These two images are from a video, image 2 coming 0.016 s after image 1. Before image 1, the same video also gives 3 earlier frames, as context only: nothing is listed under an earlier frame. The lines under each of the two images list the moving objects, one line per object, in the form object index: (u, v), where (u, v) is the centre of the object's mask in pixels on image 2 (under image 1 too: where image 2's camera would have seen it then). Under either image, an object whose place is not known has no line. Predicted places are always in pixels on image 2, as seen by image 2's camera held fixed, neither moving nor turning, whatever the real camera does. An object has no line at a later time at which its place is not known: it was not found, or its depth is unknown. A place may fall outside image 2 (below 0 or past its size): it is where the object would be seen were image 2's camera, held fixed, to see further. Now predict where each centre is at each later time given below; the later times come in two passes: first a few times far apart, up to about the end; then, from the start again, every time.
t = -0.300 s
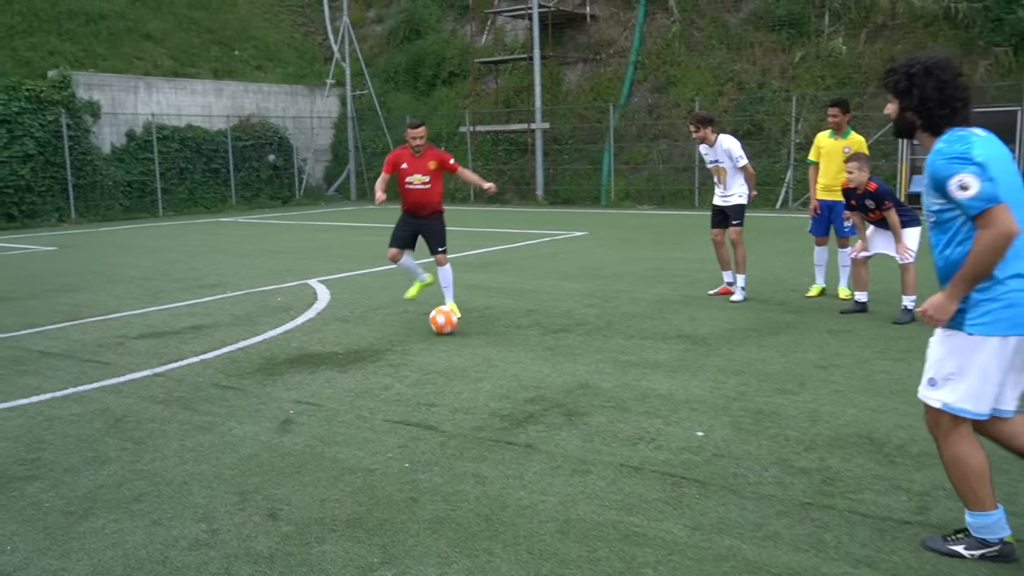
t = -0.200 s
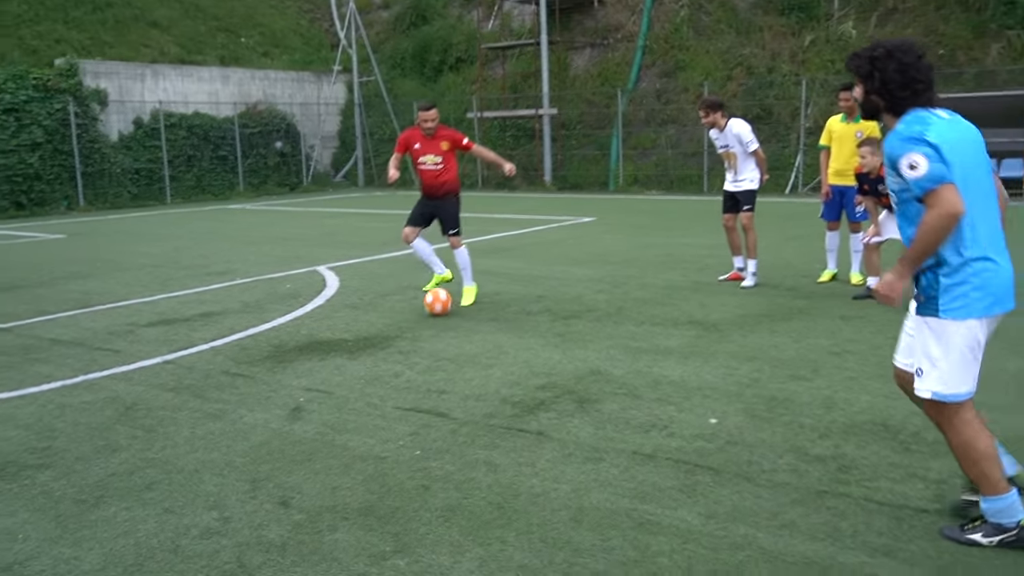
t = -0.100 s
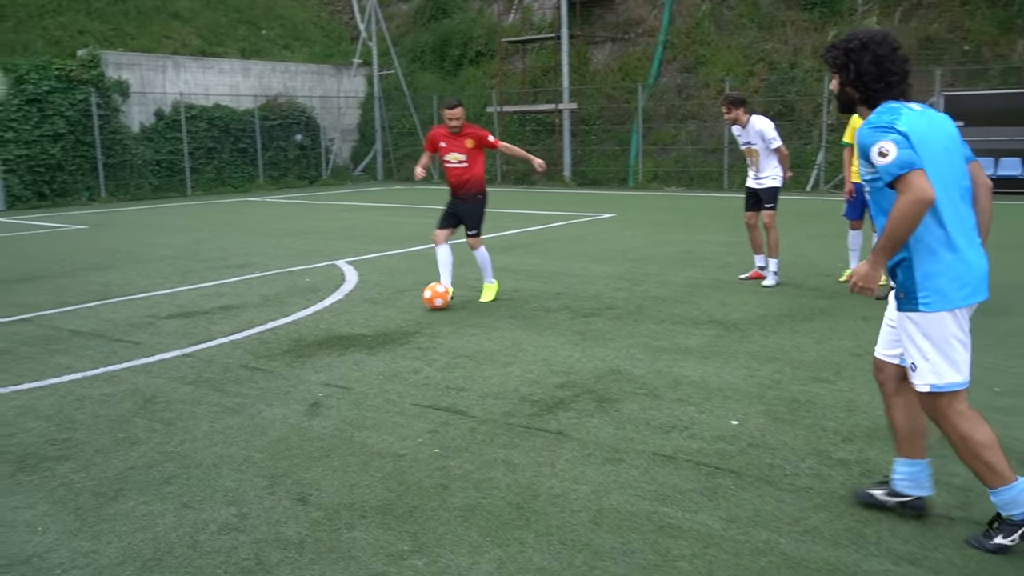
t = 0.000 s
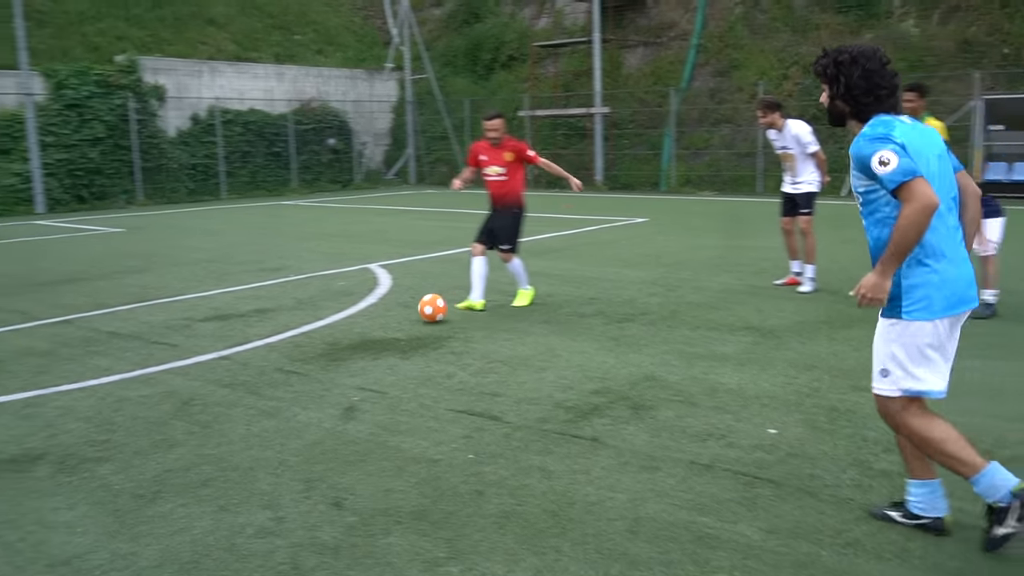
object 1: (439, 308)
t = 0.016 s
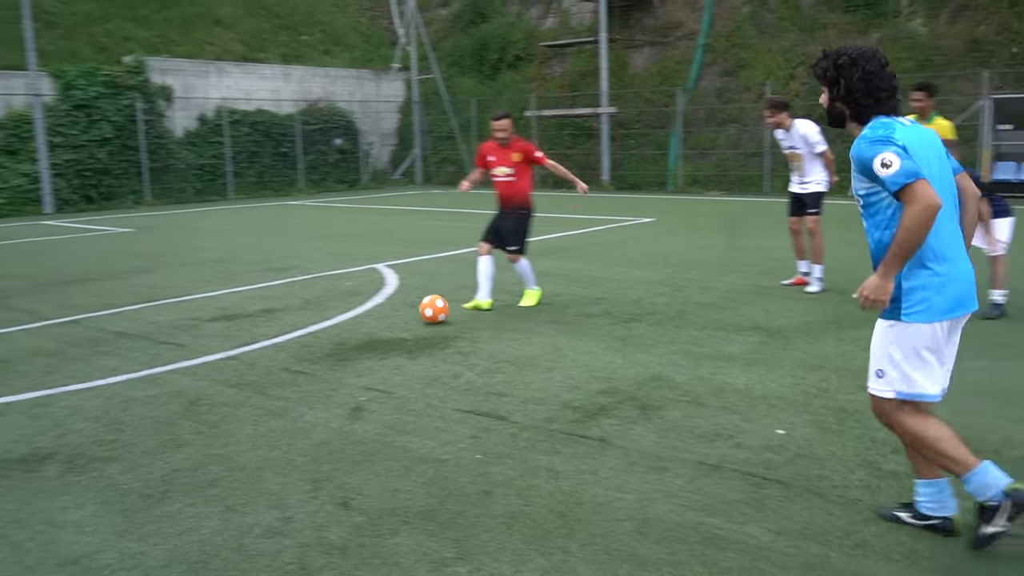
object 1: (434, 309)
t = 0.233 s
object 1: (372, 319)
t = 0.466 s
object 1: (307, 329)
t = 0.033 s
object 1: (429, 310)
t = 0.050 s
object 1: (424, 310)
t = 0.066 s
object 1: (419, 312)
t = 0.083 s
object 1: (414, 313)
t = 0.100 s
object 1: (409, 313)
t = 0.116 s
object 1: (404, 314)
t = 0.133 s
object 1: (400, 314)
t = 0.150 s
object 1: (396, 315)
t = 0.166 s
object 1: (392, 316)
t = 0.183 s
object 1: (387, 317)
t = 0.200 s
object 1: (382, 318)
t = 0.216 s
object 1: (377, 318)
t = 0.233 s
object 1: (372, 319)
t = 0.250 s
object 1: (367, 320)
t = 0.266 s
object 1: (363, 321)
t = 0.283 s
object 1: (358, 321)
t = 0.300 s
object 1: (353, 322)
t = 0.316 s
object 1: (349, 323)
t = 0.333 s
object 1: (344, 324)
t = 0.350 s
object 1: (339, 325)
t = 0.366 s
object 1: (335, 325)
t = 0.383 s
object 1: (331, 326)
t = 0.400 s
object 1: (326, 327)
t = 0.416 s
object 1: (321, 327)
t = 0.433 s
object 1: (317, 328)
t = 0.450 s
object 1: (312, 328)
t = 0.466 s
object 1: (307, 329)
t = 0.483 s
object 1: (302, 330)
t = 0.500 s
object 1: (297, 331)
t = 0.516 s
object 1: (292, 332)
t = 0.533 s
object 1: (287, 332)
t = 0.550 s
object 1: (282, 333)
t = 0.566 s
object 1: (276, 334)
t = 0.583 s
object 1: (271, 335)
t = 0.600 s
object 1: (266, 335)
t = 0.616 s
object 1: (262, 336)
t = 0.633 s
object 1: (257, 337)
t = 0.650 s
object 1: (252, 338)
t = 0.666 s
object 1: (247, 338)
